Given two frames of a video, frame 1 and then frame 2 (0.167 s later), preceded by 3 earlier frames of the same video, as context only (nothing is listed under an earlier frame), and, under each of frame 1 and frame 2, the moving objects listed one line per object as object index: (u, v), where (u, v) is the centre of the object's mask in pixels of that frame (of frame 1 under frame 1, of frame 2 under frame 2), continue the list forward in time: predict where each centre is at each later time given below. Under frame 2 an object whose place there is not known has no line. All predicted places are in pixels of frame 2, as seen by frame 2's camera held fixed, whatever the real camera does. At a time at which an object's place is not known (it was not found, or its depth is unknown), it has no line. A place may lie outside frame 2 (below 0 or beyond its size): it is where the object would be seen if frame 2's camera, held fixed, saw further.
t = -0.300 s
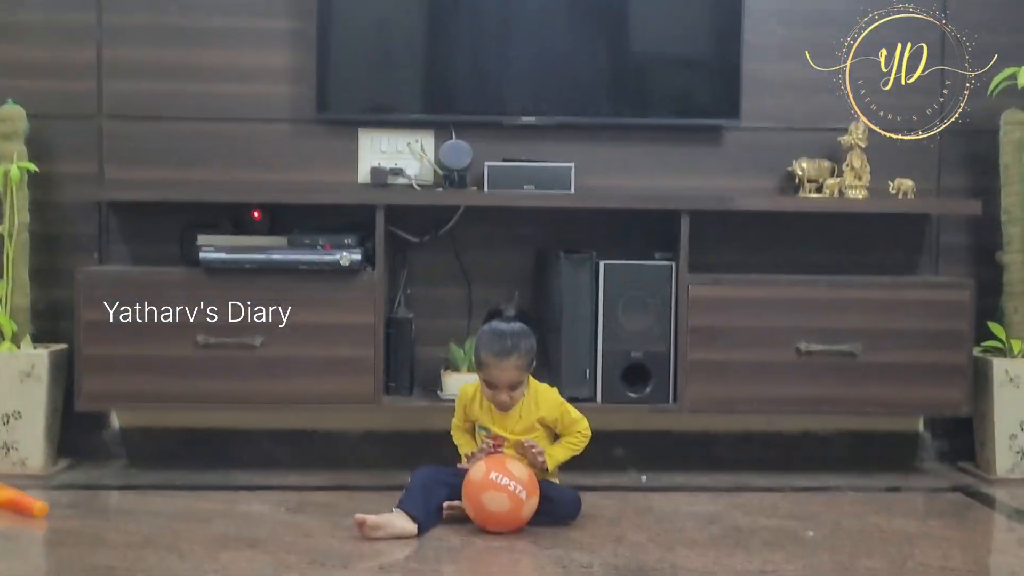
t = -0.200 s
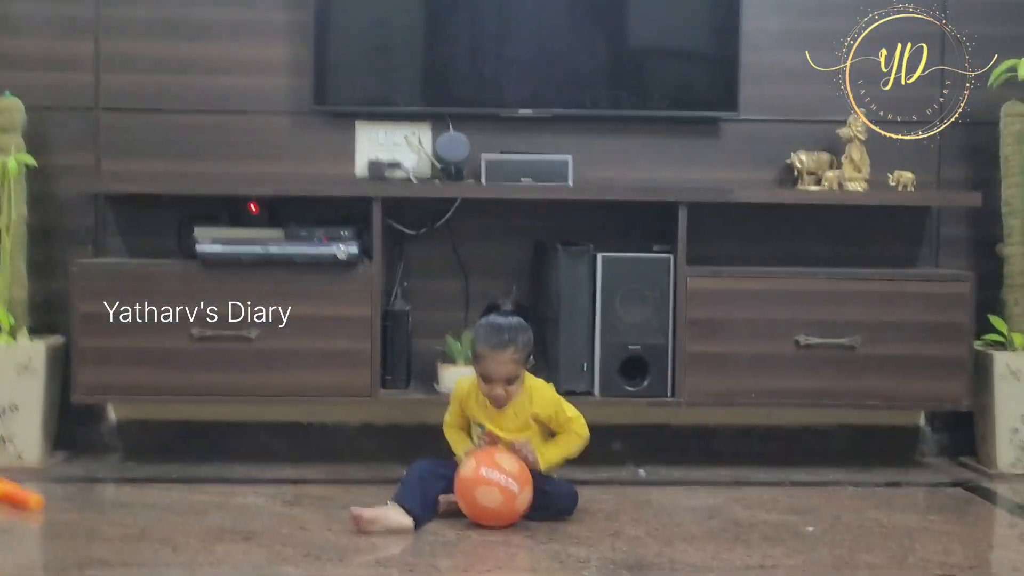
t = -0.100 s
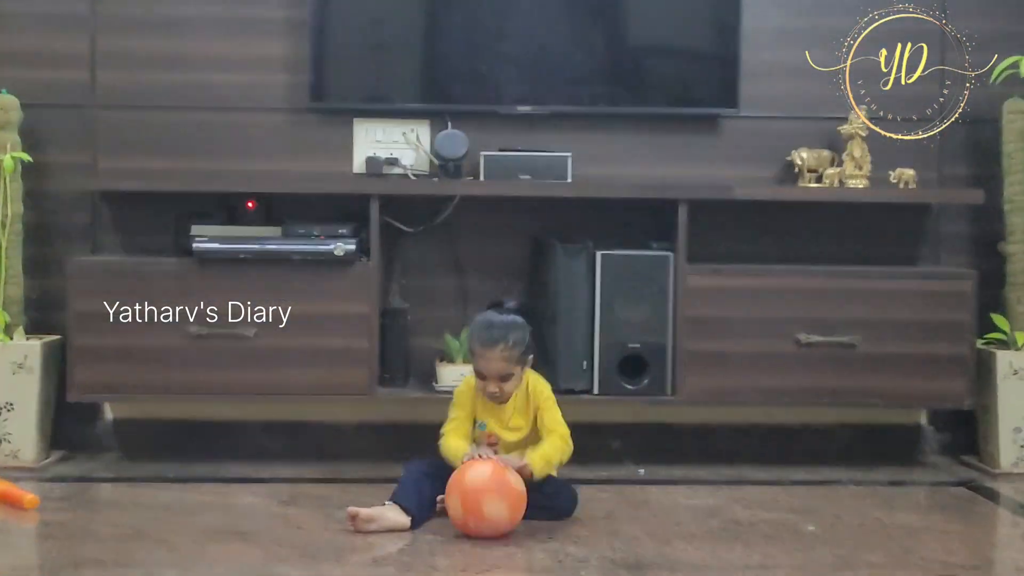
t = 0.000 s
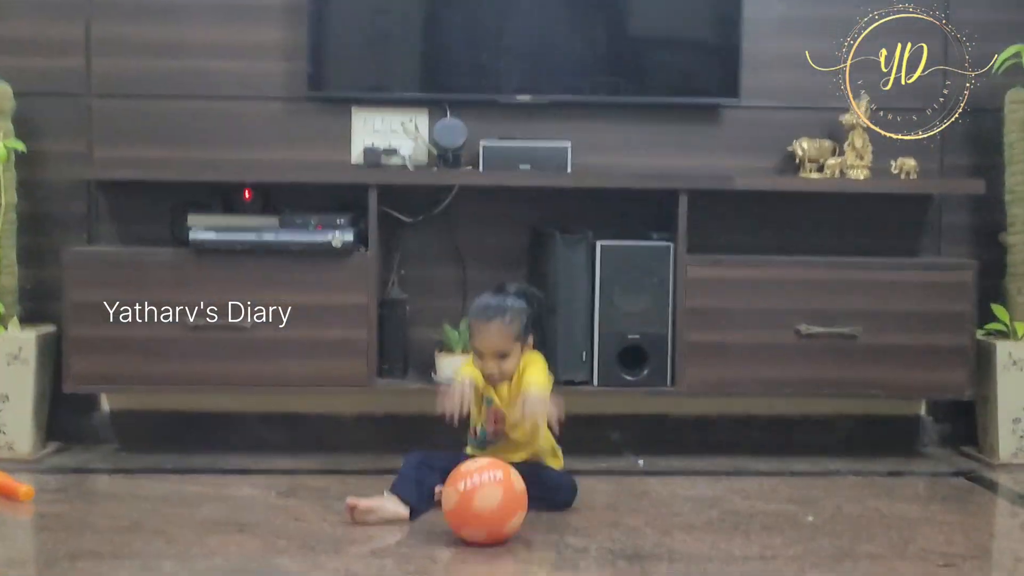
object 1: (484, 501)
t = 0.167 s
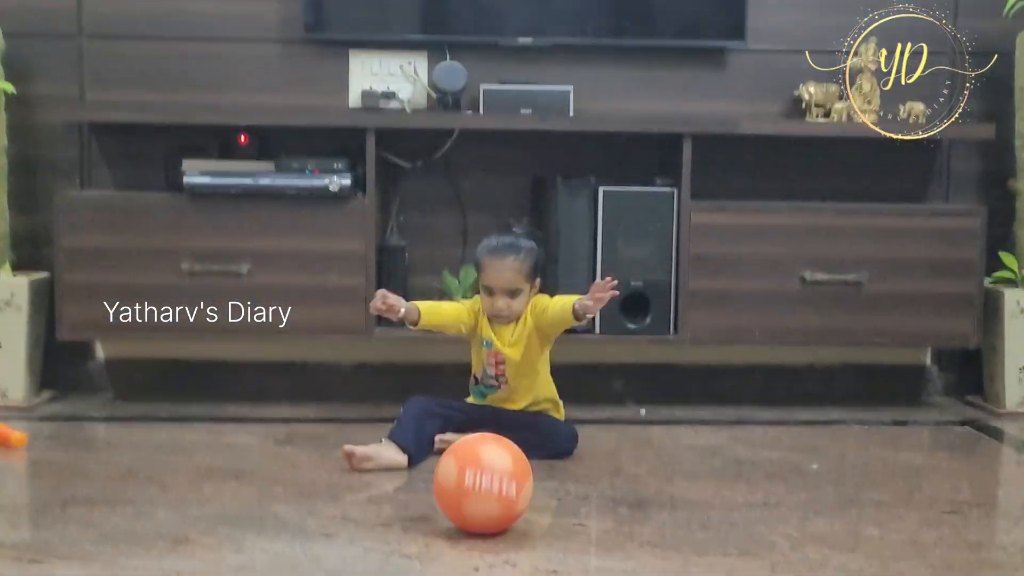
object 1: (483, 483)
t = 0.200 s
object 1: (484, 492)
